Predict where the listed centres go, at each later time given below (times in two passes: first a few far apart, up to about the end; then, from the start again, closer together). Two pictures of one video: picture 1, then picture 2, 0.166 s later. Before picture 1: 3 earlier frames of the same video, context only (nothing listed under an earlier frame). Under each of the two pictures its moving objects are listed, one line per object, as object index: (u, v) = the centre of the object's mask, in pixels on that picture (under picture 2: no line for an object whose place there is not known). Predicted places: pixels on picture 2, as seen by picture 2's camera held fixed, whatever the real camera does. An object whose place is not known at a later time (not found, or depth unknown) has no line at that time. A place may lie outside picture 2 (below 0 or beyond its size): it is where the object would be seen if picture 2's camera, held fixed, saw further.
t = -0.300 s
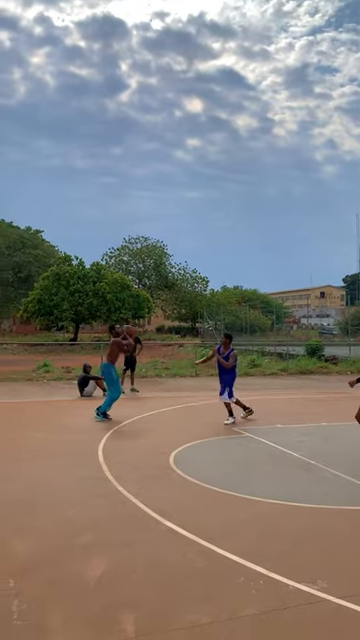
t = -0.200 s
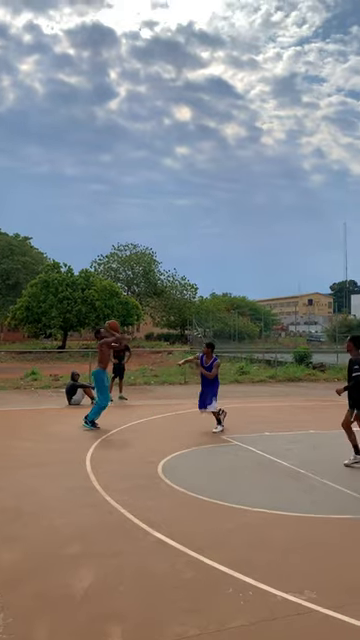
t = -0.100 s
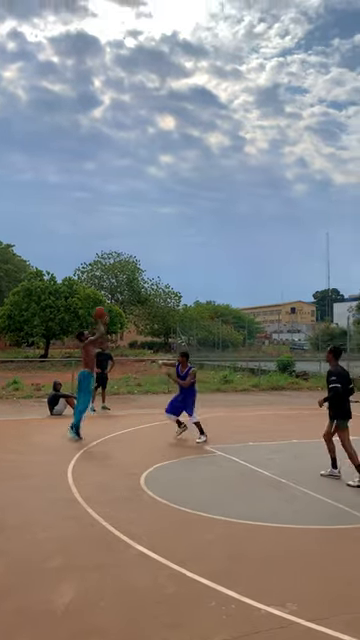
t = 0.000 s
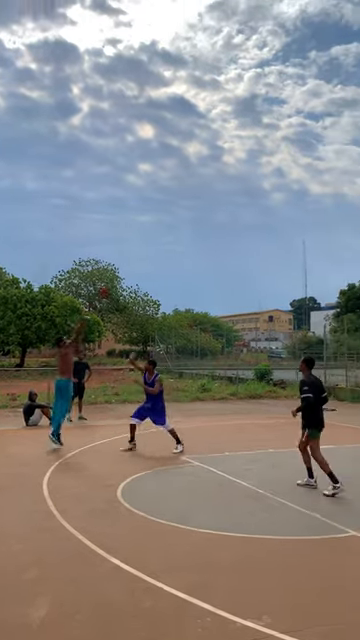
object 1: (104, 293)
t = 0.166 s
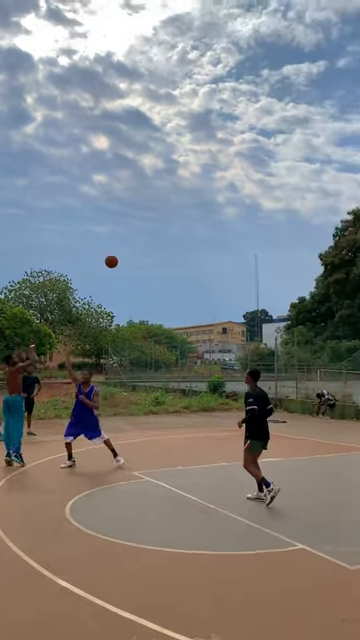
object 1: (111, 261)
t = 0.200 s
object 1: (121, 254)
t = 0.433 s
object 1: (196, 218)
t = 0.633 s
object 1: (260, 211)
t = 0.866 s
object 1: (336, 232)
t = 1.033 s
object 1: (389, 266)
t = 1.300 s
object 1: (446, 307)
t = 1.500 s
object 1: (461, 335)
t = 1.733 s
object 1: (482, 396)
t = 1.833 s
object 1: (491, 433)
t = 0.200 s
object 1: (121, 254)
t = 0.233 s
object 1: (132, 247)
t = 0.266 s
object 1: (142, 240)
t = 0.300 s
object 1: (153, 235)
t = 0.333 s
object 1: (163, 229)
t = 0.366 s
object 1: (174, 225)
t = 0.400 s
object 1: (185, 221)
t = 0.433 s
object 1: (196, 218)
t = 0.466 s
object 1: (206, 215)
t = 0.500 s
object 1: (217, 213)
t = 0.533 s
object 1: (228, 212)
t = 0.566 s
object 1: (238, 211)
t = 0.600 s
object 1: (249, 211)
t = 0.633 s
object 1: (260, 211)
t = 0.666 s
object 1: (271, 212)
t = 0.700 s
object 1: (281, 214)
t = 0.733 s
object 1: (293, 216)
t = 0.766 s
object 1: (304, 219)
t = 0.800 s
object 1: (314, 223)
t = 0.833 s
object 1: (325, 227)
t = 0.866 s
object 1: (336, 232)
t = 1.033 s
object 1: (389, 266)
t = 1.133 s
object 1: (424, 291)
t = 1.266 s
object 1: (443, 304)
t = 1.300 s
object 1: (446, 307)
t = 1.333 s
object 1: (448, 309)
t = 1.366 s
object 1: (451, 314)
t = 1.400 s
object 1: (453, 317)
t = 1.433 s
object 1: (455, 323)
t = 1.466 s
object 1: (458, 328)
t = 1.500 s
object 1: (461, 335)
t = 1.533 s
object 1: (463, 341)
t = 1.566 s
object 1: (467, 350)
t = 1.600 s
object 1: (470, 358)
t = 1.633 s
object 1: (472, 366)
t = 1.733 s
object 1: (482, 396)
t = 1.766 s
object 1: (485, 408)
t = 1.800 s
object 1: (489, 421)
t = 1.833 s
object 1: (491, 433)
